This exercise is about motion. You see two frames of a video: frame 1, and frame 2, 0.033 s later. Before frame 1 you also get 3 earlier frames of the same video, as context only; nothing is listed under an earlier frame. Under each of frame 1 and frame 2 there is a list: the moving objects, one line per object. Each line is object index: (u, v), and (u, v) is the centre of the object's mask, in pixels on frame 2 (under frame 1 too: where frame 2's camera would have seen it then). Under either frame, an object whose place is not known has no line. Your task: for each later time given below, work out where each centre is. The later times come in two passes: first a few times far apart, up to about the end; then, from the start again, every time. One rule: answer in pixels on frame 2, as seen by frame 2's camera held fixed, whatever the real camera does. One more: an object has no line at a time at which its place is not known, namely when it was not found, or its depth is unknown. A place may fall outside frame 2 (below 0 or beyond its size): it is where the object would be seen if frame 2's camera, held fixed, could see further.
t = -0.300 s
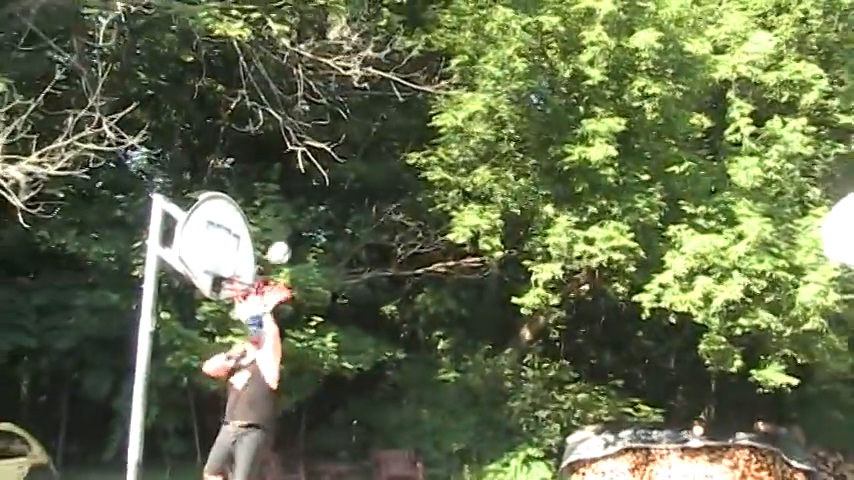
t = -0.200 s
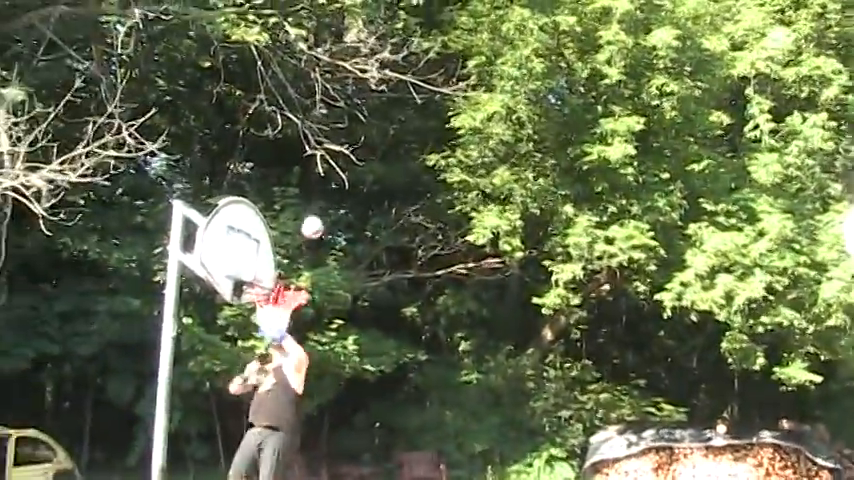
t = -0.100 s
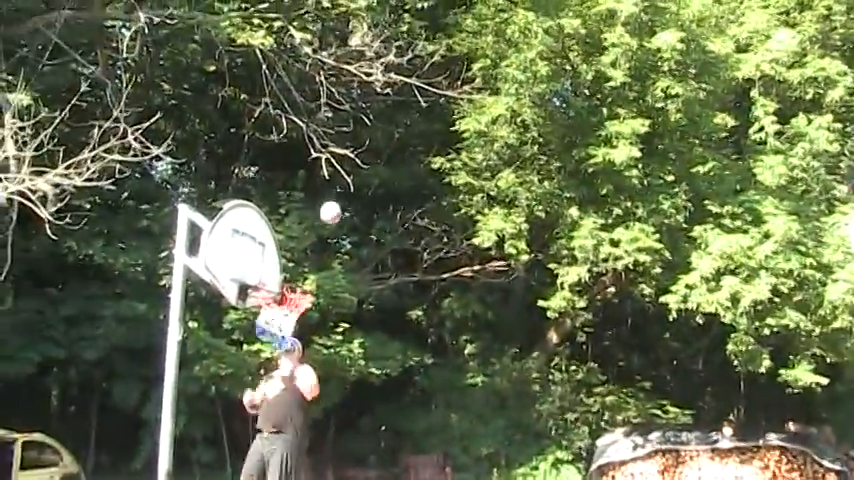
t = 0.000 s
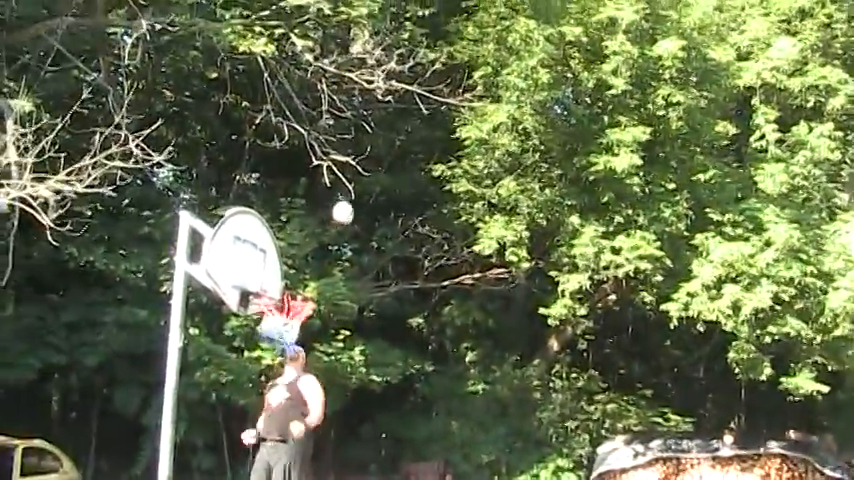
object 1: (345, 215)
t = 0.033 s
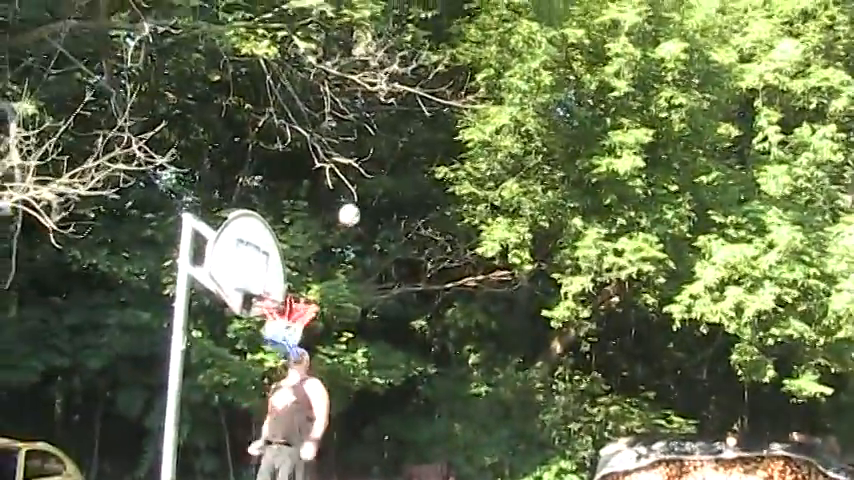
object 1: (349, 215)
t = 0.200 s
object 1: (366, 233)
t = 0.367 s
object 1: (381, 281)
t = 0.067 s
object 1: (352, 216)
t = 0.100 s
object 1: (356, 218)
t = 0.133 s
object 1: (358, 222)
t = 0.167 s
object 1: (362, 227)
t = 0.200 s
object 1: (366, 233)
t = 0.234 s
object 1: (369, 240)
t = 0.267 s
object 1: (372, 249)
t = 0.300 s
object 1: (374, 258)
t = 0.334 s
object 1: (378, 268)
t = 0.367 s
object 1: (381, 281)
